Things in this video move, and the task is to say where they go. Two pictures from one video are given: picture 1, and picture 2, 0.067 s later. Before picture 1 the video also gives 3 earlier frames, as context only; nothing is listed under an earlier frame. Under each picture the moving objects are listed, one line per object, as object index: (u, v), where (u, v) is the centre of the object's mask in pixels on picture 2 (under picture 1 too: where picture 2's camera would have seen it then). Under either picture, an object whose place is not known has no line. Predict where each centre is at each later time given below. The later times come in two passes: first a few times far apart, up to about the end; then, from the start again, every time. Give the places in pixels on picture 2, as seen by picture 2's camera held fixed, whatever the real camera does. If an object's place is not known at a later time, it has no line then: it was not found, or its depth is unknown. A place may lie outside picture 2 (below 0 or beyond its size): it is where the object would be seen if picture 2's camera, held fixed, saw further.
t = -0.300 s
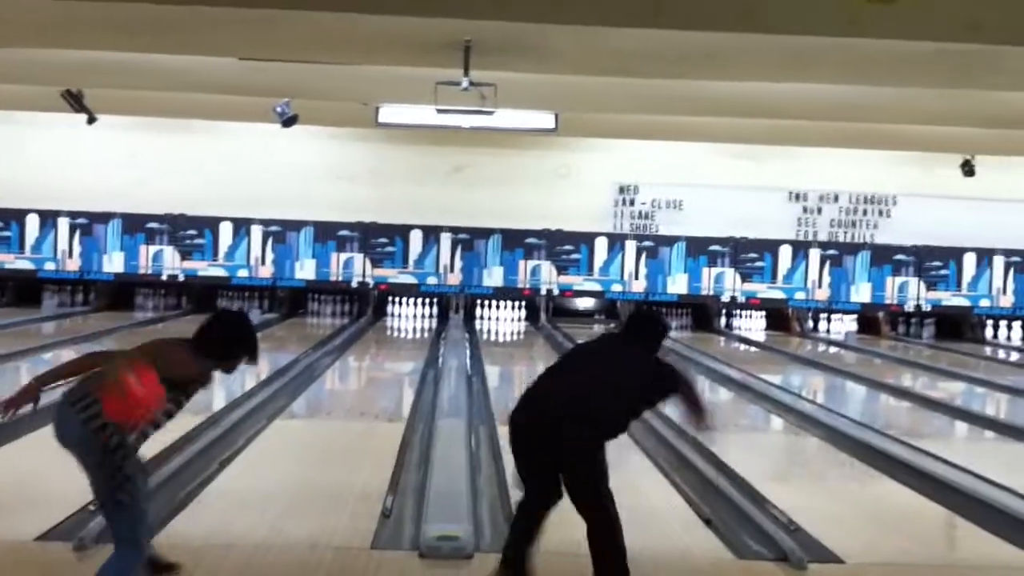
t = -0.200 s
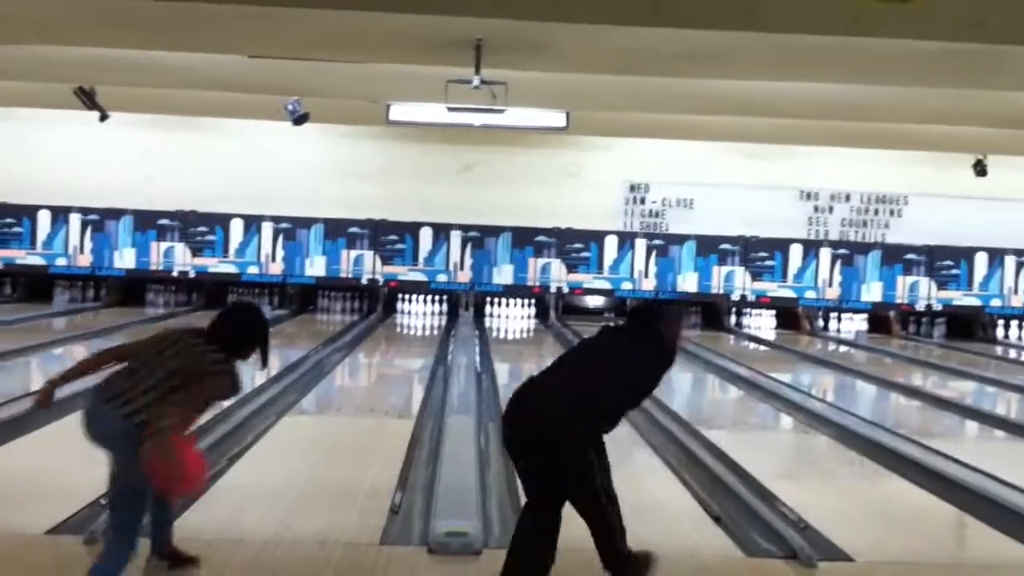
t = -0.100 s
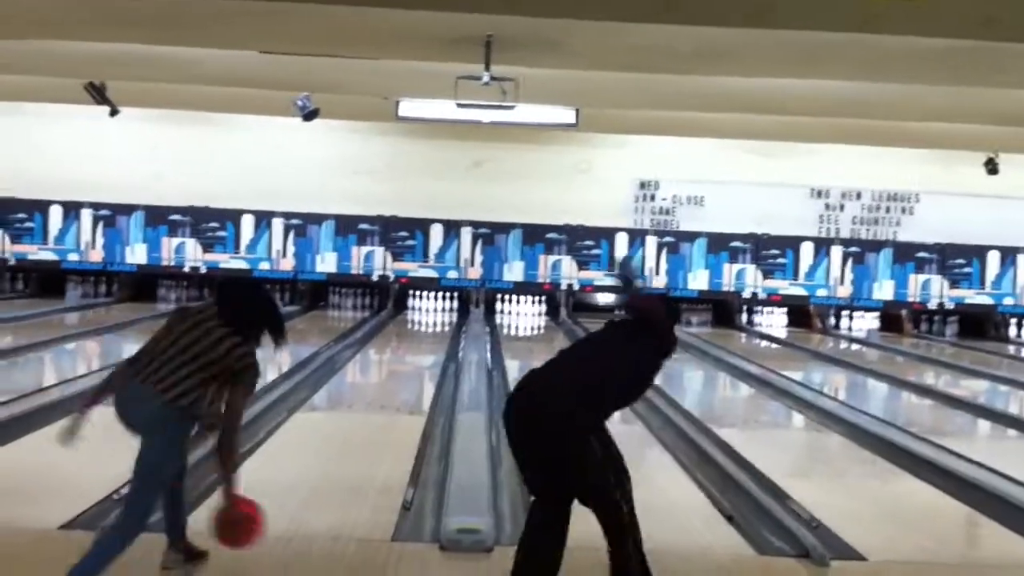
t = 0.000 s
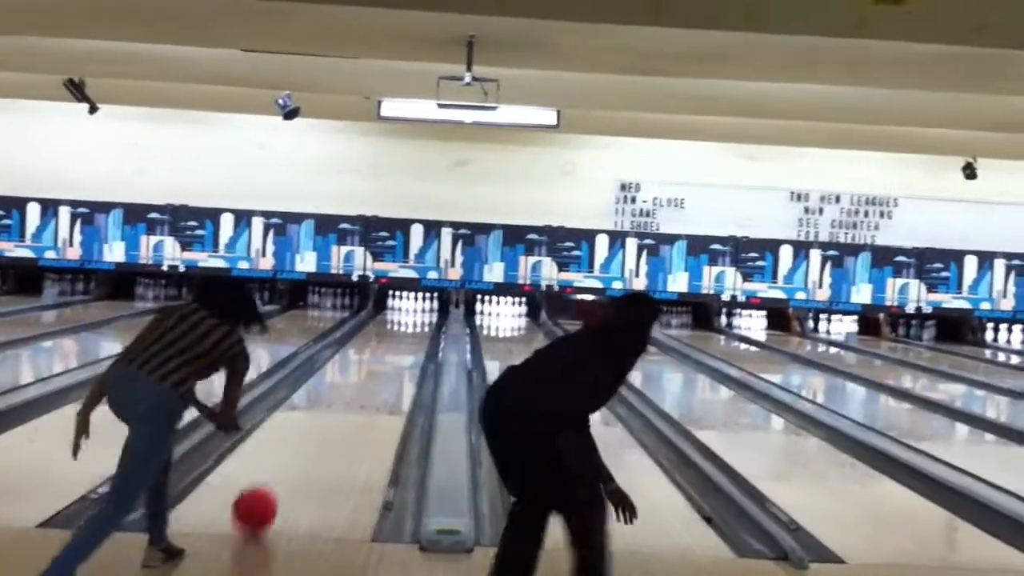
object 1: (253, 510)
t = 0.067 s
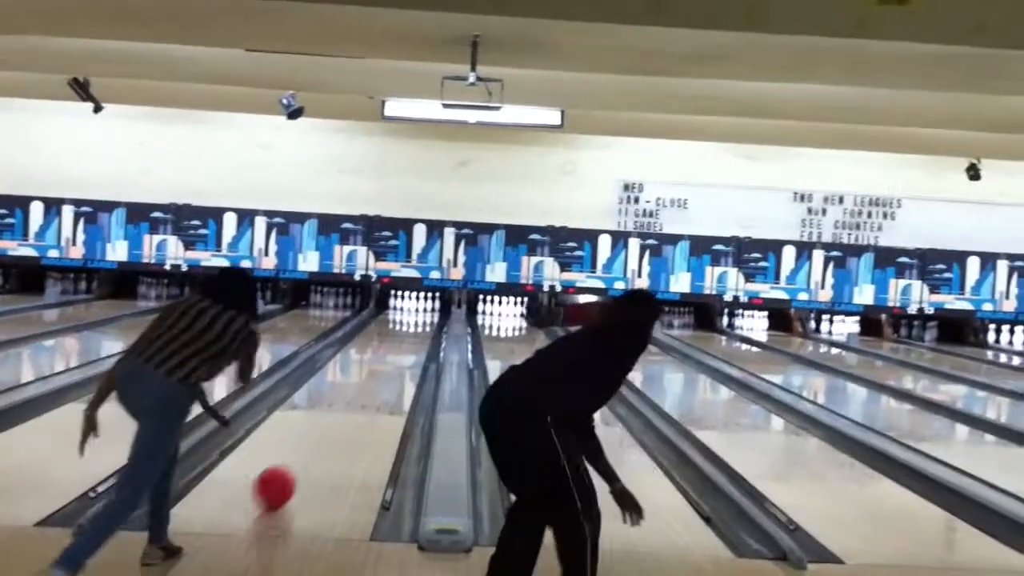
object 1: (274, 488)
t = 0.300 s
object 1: (325, 431)
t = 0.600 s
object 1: (362, 388)
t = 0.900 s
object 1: (386, 362)
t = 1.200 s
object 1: (401, 344)
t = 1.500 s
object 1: (413, 331)
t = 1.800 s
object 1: (421, 322)
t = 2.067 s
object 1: (428, 315)
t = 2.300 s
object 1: (431, 312)
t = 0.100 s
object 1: (284, 478)
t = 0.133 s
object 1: (292, 468)
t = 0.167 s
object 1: (300, 459)
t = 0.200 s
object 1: (307, 451)
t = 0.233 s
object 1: (314, 443)
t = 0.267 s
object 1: (319, 437)
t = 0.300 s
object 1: (325, 431)
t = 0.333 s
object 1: (330, 424)
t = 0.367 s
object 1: (336, 418)
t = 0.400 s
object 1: (339, 413)
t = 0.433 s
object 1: (343, 408)
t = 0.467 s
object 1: (348, 404)
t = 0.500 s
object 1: (352, 400)
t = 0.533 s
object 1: (356, 395)
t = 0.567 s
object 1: (358, 392)
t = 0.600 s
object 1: (362, 388)
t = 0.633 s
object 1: (365, 385)
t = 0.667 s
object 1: (368, 381)
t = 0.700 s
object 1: (371, 378)
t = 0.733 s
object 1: (374, 375)
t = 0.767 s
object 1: (376, 372)
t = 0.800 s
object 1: (378, 369)
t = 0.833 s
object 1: (380, 367)
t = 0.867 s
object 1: (383, 365)
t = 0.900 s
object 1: (386, 362)
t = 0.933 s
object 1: (388, 359)
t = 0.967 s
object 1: (389, 357)
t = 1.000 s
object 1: (390, 355)
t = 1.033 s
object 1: (393, 353)
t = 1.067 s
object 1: (395, 351)
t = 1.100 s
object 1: (396, 349)
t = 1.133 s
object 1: (398, 348)
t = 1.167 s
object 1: (400, 346)
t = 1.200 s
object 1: (401, 344)
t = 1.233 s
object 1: (403, 343)
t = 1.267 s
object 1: (405, 341)
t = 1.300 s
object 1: (406, 339)
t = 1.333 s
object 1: (407, 338)
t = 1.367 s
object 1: (409, 336)
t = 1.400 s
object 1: (409, 336)
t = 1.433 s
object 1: (411, 334)
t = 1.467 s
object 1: (412, 332)
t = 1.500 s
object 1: (413, 331)
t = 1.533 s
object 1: (414, 330)
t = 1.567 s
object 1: (415, 330)
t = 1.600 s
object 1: (417, 329)
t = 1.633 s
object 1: (417, 327)
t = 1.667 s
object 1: (419, 325)
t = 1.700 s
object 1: (419, 325)
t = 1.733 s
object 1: (420, 324)
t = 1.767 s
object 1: (421, 322)
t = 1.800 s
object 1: (421, 322)
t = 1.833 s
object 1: (423, 320)
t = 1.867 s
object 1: (423, 320)
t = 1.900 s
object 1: (424, 318)
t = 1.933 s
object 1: (425, 318)
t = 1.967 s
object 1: (426, 318)
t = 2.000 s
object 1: (426, 317)
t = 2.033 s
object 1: (427, 315)
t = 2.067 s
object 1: (428, 315)
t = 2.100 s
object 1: (428, 315)
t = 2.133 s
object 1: (429, 314)
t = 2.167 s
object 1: (430, 313)
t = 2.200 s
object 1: (430, 312)
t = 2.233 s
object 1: (430, 312)
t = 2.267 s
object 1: (430, 312)
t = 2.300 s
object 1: (431, 312)
